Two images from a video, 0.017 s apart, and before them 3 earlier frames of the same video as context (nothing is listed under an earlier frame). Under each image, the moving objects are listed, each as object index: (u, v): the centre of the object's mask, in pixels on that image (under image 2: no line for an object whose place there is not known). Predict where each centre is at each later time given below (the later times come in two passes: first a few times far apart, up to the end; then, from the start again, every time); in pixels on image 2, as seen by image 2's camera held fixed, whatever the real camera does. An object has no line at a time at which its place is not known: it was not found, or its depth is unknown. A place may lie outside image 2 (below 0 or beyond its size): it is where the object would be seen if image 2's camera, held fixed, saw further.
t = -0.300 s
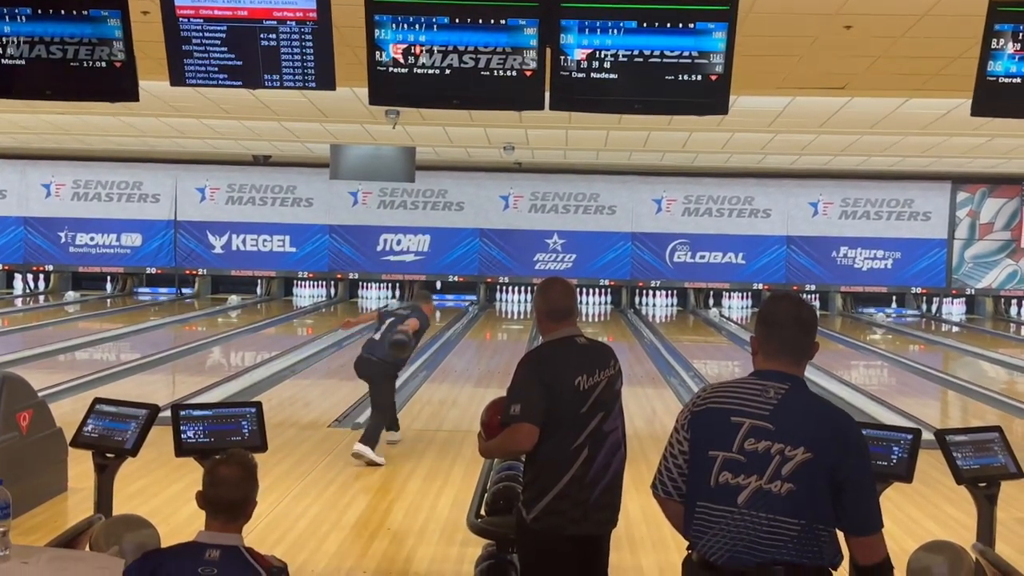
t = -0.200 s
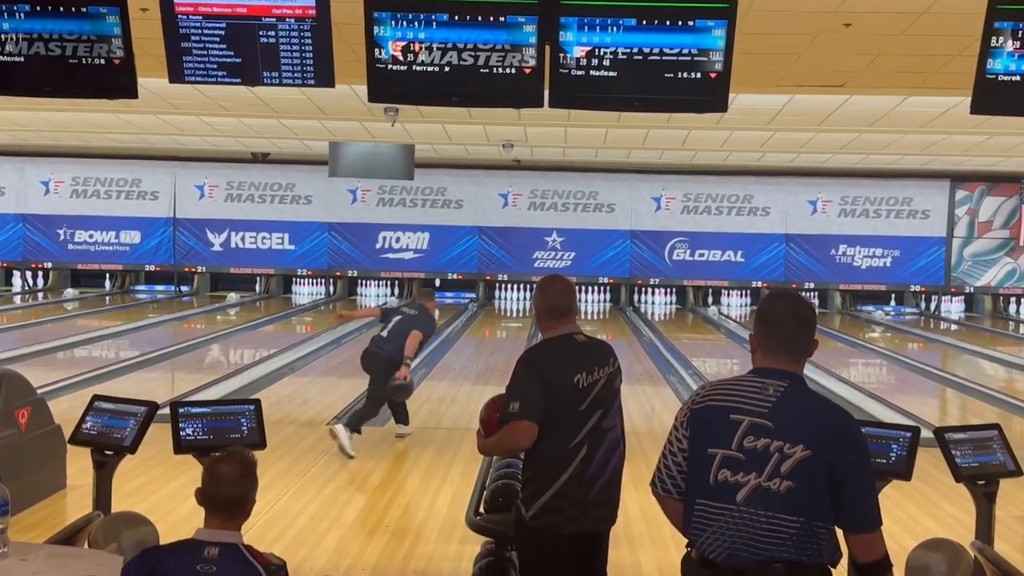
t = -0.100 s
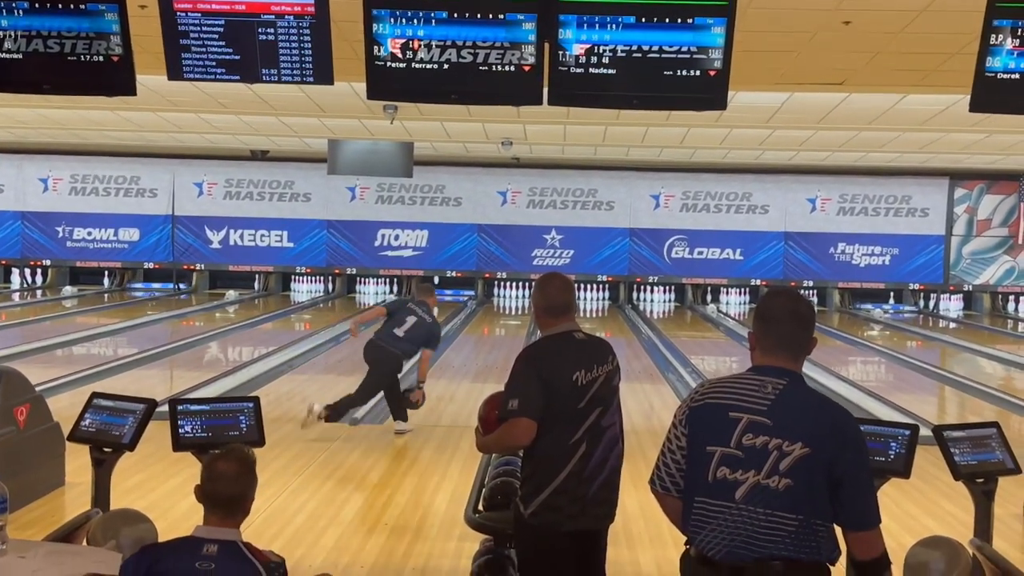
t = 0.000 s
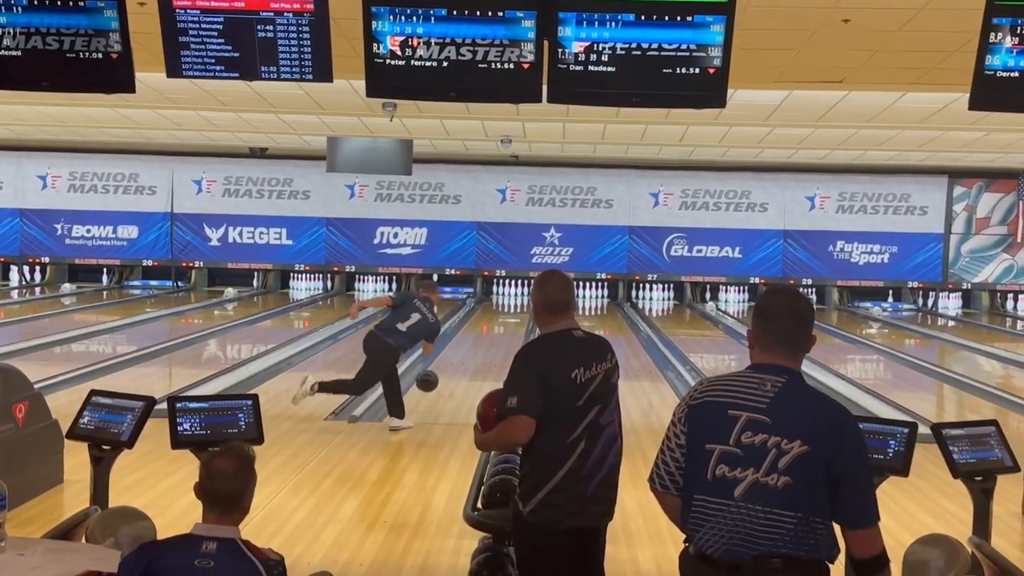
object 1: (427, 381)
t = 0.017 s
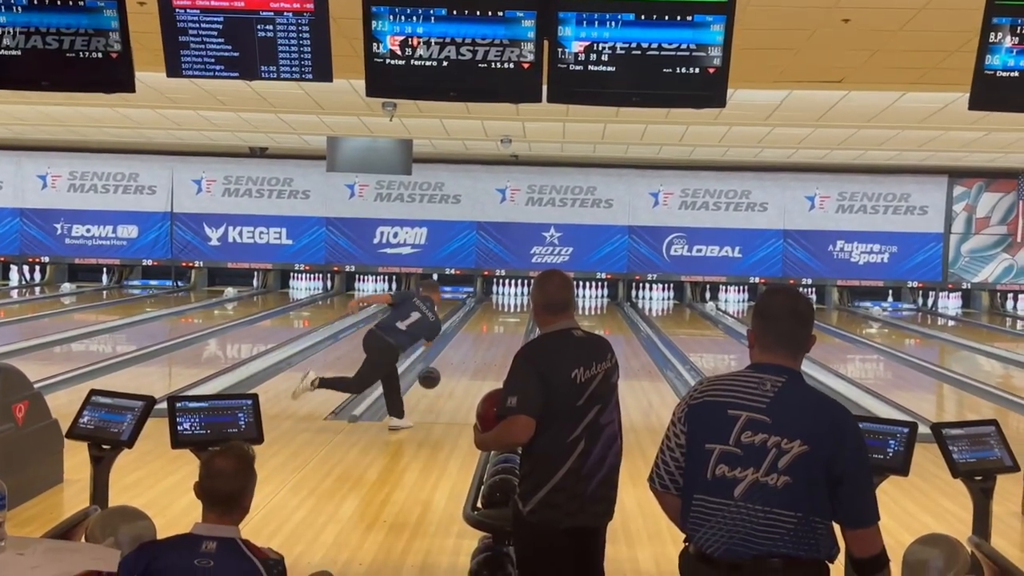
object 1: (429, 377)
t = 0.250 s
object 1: (454, 369)
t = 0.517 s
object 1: (474, 356)
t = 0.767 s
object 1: (488, 341)
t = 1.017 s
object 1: (499, 329)
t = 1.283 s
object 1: (508, 319)
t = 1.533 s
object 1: (514, 310)
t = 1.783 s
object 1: (517, 304)
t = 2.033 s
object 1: (517, 298)
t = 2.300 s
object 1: (514, 293)
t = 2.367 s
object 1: (513, 292)
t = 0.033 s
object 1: (431, 375)
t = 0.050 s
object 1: (433, 373)
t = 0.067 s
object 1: (435, 371)
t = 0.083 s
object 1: (437, 369)
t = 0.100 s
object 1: (439, 368)
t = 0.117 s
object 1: (441, 367)
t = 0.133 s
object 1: (442, 366)
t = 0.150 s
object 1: (444, 366)
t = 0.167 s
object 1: (446, 366)
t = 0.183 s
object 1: (447, 366)
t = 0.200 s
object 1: (449, 366)
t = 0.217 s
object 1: (451, 367)
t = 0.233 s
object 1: (452, 368)
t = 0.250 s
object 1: (454, 369)
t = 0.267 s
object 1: (455, 370)
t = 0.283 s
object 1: (456, 372)
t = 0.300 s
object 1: (458, 372)
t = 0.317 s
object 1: (459, 370)
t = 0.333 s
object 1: (461, 368)
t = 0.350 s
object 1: (462, 367)
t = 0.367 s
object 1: (463, 366)
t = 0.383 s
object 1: (465, 365)
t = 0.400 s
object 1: (466, 364)
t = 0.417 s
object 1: (467, 363)
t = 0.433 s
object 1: (468, 361)
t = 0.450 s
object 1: (470, 360)
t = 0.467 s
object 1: (471, 359)
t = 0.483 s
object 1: (472, 358)
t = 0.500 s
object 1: (473, 357)
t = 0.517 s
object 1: (474, 356)
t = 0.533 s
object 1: (475, 355)
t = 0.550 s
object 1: (476, 353)
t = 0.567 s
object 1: (477, 352)
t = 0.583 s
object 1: (478, 351)
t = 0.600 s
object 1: (479, 350)
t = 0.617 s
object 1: (480, 349)
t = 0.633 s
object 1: (481, 348)
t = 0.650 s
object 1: (482, 347)
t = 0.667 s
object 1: (483, 346)
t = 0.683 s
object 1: (484, 345)
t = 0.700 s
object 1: (485, 344)
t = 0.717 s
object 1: (486, 343)
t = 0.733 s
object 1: (487, 343)
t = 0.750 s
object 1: (488, 341)
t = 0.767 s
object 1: (488, 341)
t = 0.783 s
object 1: (489, 340)
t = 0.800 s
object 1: (490, 339)
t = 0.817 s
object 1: (491, 338)
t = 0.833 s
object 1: (492, 337)
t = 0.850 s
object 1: (492, 336)
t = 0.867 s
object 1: (493, 335)
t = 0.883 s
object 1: (494, 335)
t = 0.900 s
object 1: (494, 334)
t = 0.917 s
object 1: (495, 333)
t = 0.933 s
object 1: (496, 332)
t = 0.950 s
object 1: (497, 332)
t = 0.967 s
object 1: (497, 331)
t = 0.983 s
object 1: (498, 330)
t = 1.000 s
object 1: (499, 329)
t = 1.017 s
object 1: (499, 329)
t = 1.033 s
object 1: (500, 328)
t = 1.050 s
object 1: (500, 328)
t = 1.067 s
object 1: (501, 327)
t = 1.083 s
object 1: (502, 326)
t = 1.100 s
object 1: (502, 325)
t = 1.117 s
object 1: (503, 324)
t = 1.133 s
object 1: (503, 324)
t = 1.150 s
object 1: (504, 323)
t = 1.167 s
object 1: (504, 323)
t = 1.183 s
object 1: (505, 322)
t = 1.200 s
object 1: (505, 322)
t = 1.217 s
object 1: (506, 321)
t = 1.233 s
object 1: (507, 320)
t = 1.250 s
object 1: (507, 319)
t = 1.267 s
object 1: (508, 319)
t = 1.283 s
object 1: (508, 319)
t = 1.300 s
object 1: (508, 318)
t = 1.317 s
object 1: (509, 317)
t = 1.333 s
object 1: (510, 317)
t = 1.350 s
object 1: (510, 316)
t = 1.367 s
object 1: (510, 316)
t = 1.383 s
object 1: (511, 315)
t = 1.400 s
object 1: (511, 314)
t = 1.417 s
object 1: (511, 314)
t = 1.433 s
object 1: (512, 313)
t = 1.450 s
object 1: (512, 313)
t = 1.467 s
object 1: (512, 312)
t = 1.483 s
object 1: (513, 312)
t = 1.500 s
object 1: (513, 311)
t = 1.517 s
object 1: (514, 311)
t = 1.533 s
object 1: (514, 310)
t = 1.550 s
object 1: (515, 310)
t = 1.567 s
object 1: (515, 309)
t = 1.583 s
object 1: (515, 309)
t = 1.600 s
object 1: (515, 309)
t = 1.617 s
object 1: (515, 308)
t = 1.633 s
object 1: (516, 308)
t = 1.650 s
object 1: (516, 307)
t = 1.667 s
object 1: (517, 307)
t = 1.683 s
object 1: (517, 306)
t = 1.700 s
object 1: (517, 306)
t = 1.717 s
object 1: (517, 306)
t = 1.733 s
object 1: (517, 305)
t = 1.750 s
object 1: (517, 305)
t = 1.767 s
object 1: (517, 304)
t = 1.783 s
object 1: (517, 304)
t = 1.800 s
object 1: (518, 304)
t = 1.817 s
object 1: (518, 303)
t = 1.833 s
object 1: (518, 303)
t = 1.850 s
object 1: (518, 302)
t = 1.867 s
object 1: (518, 302)
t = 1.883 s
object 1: (518, 301)
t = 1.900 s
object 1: (518, 301)
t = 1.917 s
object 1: (518, 301)
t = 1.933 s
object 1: (518, 300)
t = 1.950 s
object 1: (518, 300)
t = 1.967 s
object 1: (518, 300)
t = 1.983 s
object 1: (518, 299)
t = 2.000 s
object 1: (517, 299)
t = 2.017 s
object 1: (517, 299)
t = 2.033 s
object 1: (517, 298)
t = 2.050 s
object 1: (517, 298)
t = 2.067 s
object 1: (517, 298)
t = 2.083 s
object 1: (517, 297)
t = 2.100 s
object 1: (517, 297)
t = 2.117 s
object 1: (517, 297)
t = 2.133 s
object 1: (517, 296)
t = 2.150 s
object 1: (517, 296)
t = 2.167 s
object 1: (516, 295)
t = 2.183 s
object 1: (516, 295)
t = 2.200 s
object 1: (516, 295)
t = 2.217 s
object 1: (516, 295)
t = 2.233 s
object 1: (515, 294)
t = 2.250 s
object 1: (515, 294)
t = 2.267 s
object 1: (515, 294)
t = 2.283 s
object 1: (514, 293)
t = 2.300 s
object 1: (514, 293)
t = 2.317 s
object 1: (513, 293)
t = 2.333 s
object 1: (513, 293)
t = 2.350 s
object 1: (513, 292)
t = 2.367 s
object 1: (513, 292)
